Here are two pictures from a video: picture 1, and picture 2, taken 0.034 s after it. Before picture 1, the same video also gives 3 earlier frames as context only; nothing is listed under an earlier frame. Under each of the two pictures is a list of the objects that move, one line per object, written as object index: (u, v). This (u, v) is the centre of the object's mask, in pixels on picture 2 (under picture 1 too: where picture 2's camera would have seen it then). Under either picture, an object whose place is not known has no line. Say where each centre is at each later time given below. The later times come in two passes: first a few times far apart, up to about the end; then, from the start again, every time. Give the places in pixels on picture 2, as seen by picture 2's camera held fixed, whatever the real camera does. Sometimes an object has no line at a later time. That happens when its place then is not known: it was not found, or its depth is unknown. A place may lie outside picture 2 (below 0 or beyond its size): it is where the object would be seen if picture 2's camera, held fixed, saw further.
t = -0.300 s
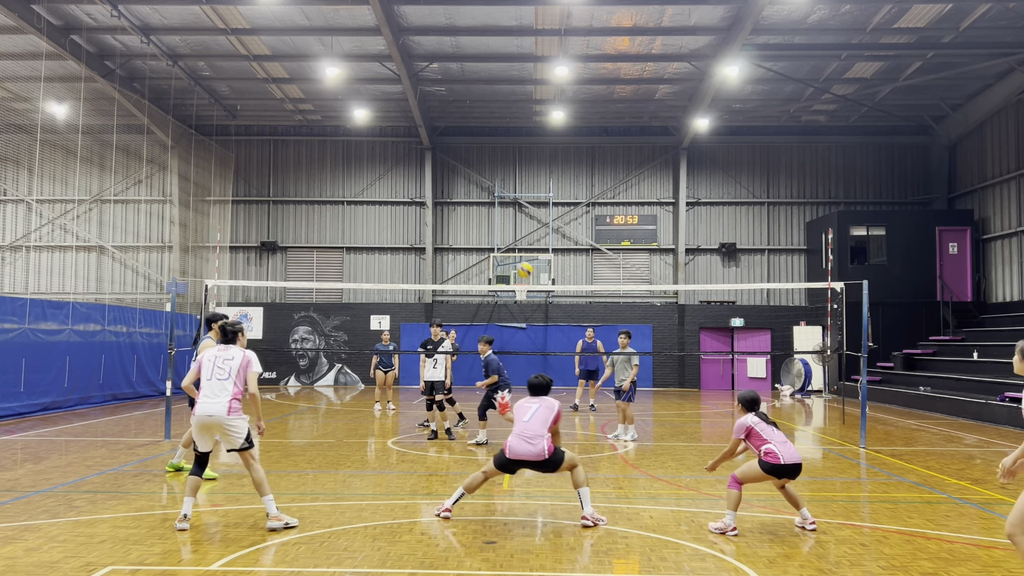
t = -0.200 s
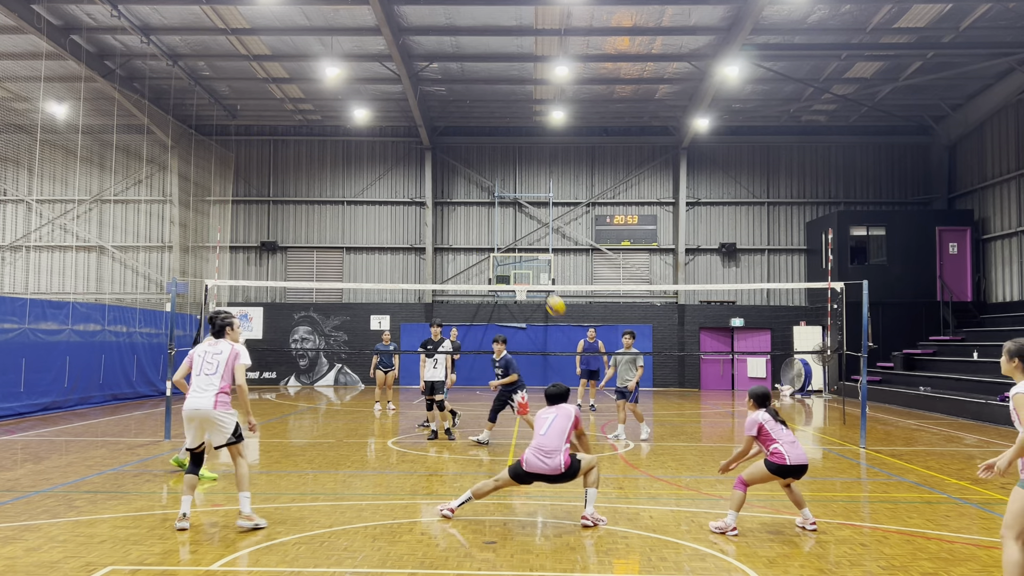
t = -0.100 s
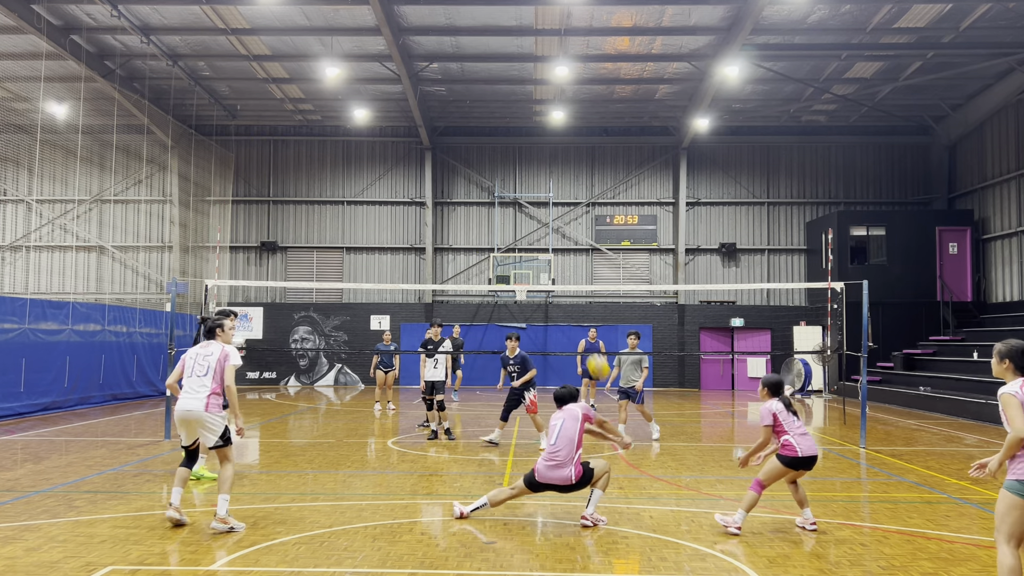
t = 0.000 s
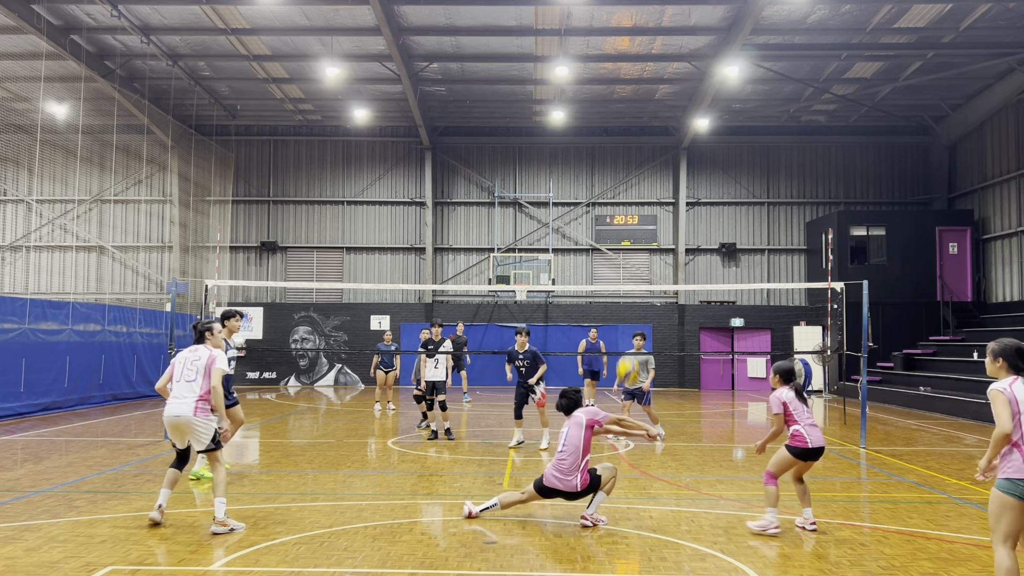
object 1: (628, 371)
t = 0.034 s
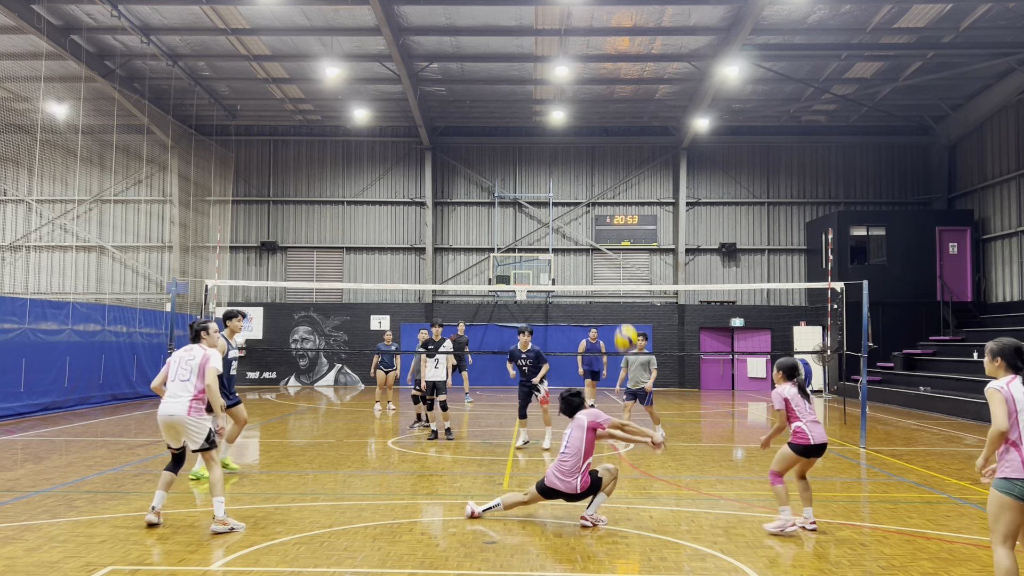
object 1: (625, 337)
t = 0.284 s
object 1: (614, 154)
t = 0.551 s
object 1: (605, 48)
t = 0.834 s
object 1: (596, 15)
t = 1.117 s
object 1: (589, 51)
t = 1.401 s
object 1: (581, 145)
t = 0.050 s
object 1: (625, 323)
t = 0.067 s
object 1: (624, 309)
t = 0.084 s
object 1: (624, 294)
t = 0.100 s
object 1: (622, 279)
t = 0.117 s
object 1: (621, 265)
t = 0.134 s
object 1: (621, 252)
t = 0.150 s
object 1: (620, 240)
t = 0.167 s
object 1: (619, 229)
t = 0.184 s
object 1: (618, 216)
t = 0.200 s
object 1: (618, 204)
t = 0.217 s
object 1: (617, 194)
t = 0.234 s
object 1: (617, 183)
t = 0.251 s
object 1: (616, 173)
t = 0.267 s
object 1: (615, 163)
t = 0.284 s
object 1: (614, 154)
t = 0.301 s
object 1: (614, 145)
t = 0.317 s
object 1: (613, 136)
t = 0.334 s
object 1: (613, 128)
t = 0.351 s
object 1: (612, 120)
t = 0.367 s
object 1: (611, 113)
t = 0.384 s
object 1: (611, 105)
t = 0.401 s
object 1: (610, 97)
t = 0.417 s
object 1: (610, 91)
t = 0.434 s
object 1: (609, 84)
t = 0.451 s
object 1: (608, 78)
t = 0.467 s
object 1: (608, 72)
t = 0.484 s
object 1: (607, 66)
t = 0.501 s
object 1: (607, 62)
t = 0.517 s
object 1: (606, 56)
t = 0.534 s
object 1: (606, 52)
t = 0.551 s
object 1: (605, 48)
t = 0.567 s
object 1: (605, 44)
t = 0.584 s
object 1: (604, 41)
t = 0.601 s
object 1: (603, 36)
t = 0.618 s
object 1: (603, 33)
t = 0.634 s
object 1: (603, 30)
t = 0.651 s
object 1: (602, 28)
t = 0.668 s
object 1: (602, 25)
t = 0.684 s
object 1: (601, 23)
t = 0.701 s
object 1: (600, 21)
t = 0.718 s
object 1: (600, 20)
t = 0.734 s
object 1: (599, 19)
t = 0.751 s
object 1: (599, 17)
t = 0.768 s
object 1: (598, 16)
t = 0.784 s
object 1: (598, 16)
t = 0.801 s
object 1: (597, 15)
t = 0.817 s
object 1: (597, 15)
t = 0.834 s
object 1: (596, 15)
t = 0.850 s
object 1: (596, 15)
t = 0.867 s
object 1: (595, 16)
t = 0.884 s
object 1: (595, 16)
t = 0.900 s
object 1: (595, 17)
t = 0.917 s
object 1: (594, 19)
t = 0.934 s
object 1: (594, 20)
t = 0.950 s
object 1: (593, 22)
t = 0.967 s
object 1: (593, 24)
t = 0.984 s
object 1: (592, 26)
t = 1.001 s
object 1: (592, 29)
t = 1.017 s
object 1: (591, 31)
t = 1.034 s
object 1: (590, 34)
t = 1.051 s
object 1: (590, 37)
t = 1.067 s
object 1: (590, 40)
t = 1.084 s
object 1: (590, 43)
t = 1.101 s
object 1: (589, 47)
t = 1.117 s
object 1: (589, 51)
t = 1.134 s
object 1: (588, 54)
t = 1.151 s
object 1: (588, 59)
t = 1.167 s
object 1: (587, 62)
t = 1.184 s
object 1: (587, 68)
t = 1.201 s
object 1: (586, 73)
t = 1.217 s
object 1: (586, 78)
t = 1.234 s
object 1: (586, 84)
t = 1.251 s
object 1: (585, 89)
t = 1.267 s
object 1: (585, 94)
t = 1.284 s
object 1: (584, 100)
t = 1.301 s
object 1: (584, 106)
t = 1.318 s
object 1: (583, 112)
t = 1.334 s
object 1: (583, 118)
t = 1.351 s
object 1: (582, 124)
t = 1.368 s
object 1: (582, 131)
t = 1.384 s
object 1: (582, 138)
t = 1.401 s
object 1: (581, 145)
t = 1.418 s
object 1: (581, 153)
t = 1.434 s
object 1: (581, 160)
